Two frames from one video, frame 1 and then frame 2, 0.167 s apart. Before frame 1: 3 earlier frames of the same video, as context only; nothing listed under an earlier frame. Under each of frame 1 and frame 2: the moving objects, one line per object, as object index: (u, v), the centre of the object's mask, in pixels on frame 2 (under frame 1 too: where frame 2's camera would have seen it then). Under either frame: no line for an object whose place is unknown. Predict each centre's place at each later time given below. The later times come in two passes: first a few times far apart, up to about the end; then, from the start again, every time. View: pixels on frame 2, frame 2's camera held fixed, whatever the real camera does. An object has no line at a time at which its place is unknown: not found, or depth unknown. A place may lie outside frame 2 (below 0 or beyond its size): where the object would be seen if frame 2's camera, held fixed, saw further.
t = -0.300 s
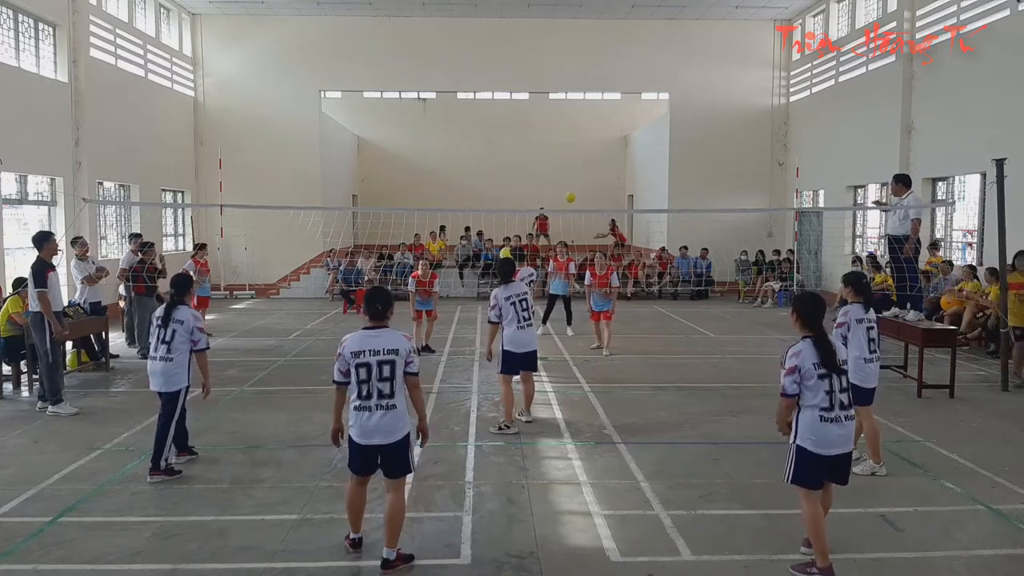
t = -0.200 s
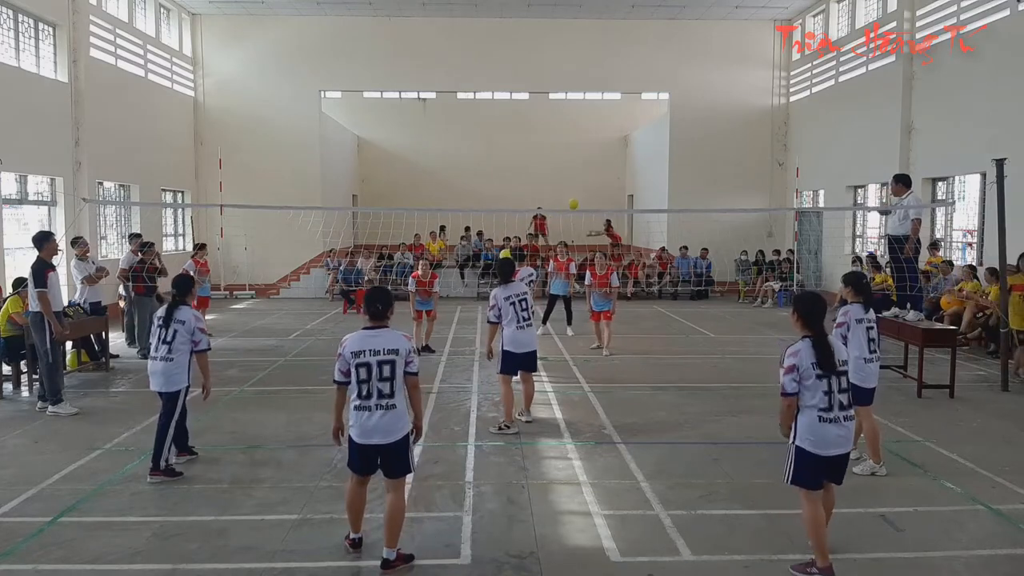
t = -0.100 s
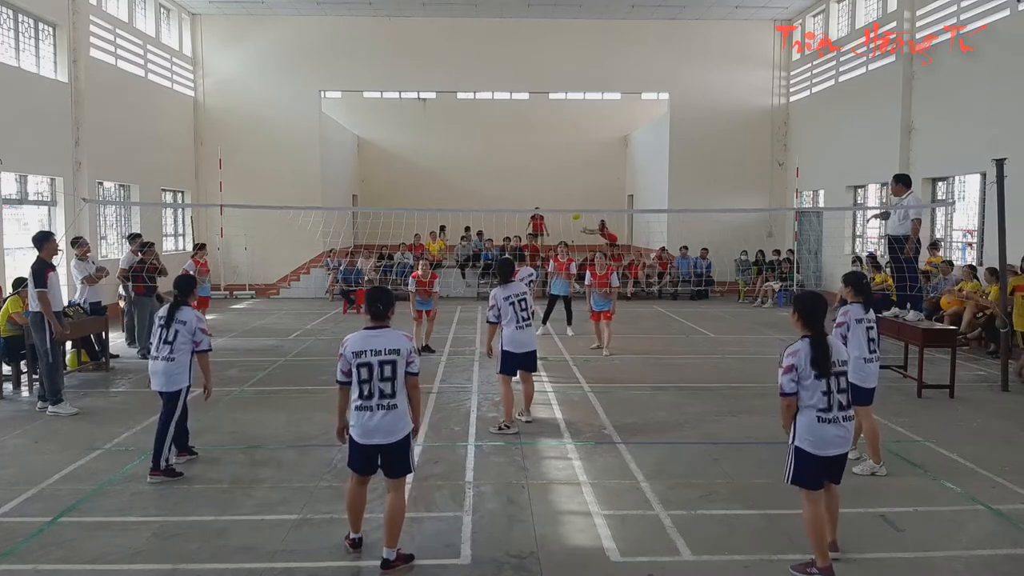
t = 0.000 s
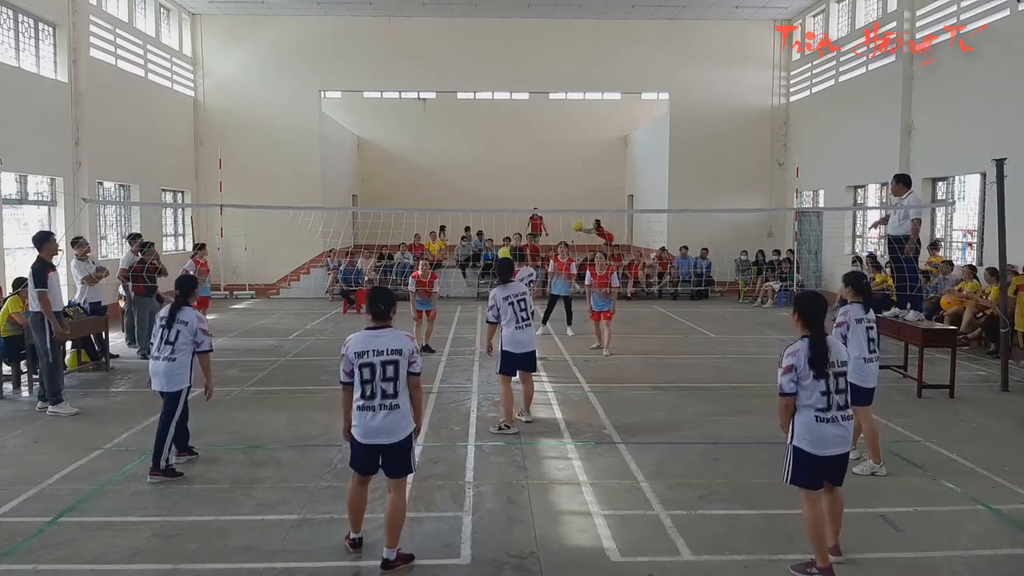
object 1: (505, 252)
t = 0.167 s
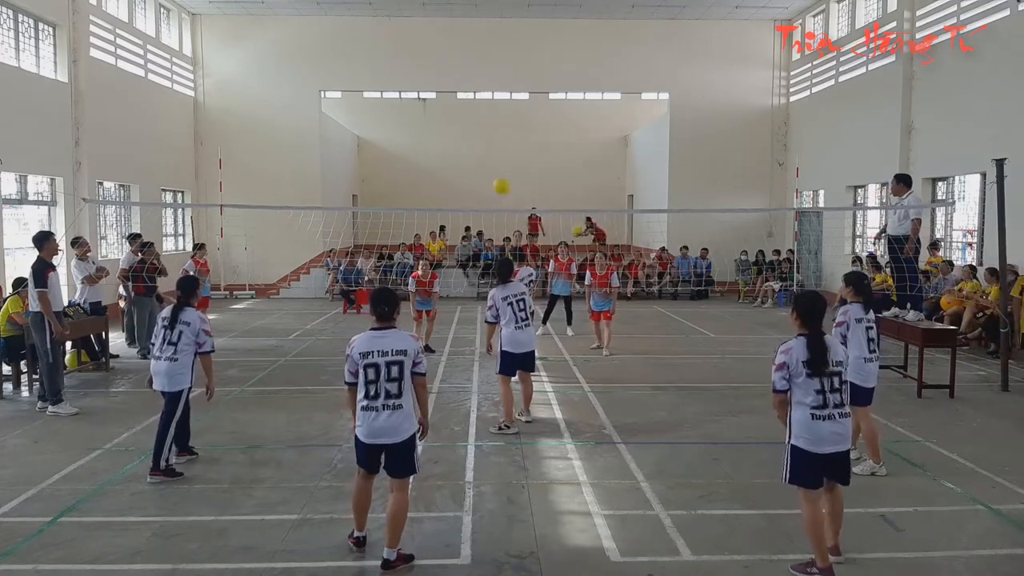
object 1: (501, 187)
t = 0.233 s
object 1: (499, 161)
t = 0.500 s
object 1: (490, 83)
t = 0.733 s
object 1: (478, 49)
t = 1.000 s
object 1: (463, 67)
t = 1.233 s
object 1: (451, 146)
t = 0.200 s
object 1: (500, 174)
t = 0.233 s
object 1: (499, 161)
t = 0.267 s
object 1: (498, 149)
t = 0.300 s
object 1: (498, 138)
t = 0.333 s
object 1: (496, 128)
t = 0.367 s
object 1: (495, 118)
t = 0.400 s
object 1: (494, 109)
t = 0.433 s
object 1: (493, 99)
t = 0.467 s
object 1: (491, 91)
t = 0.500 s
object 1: (490, 83)
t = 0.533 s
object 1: (488, 76)
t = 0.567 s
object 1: (487, 70)
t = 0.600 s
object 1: (485, 64)
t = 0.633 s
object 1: (483, 59)
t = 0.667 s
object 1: (482, 55)
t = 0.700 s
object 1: (480, 51)
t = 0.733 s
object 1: (478, 49)
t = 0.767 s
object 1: (476, 48)
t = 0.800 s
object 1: (475, 47)
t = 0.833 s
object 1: (473, 48)
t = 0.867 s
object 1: (471, 49)
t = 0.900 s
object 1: (469, 52)
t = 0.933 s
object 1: (467, 56)
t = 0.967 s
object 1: (465, 61)
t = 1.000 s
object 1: (463, 67)
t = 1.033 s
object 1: (461, 74)
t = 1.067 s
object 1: (459, 82)
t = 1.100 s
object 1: (458, 92)
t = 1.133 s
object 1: (456, 104)
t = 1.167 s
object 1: (455, 116)
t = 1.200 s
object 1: (453, 130)
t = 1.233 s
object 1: (451, 146)
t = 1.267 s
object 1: (450, 163)
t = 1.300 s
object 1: (449, 181)
